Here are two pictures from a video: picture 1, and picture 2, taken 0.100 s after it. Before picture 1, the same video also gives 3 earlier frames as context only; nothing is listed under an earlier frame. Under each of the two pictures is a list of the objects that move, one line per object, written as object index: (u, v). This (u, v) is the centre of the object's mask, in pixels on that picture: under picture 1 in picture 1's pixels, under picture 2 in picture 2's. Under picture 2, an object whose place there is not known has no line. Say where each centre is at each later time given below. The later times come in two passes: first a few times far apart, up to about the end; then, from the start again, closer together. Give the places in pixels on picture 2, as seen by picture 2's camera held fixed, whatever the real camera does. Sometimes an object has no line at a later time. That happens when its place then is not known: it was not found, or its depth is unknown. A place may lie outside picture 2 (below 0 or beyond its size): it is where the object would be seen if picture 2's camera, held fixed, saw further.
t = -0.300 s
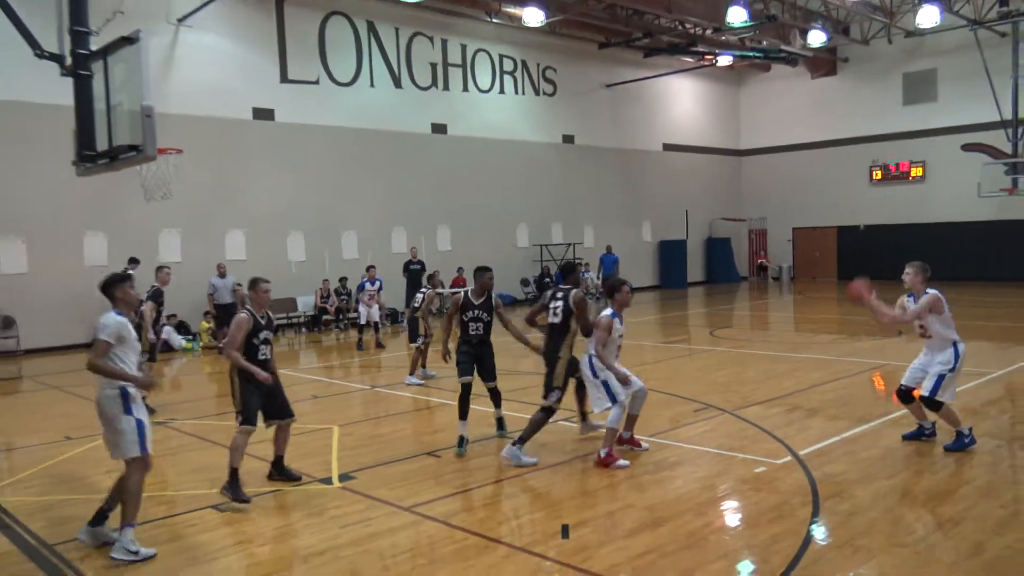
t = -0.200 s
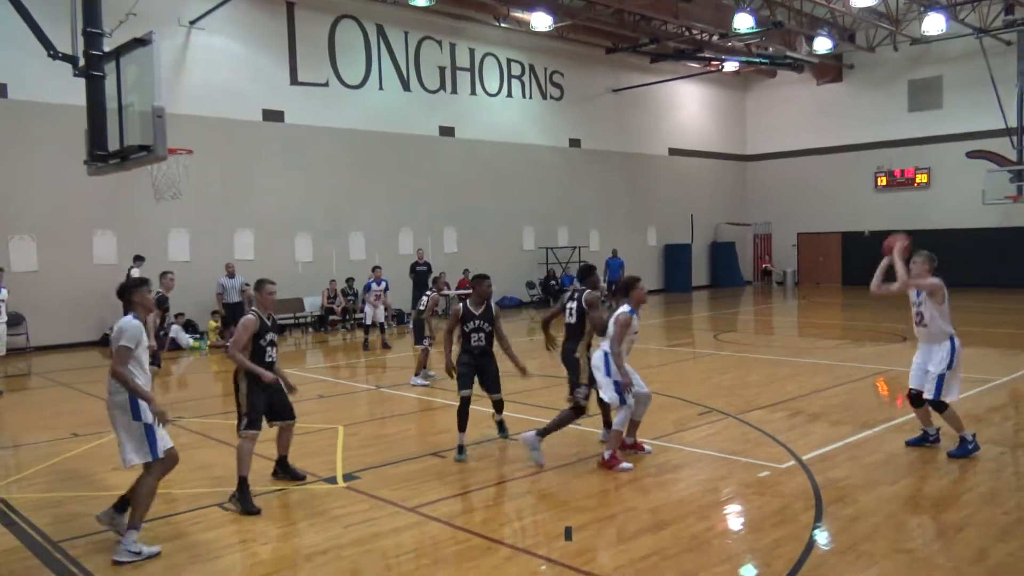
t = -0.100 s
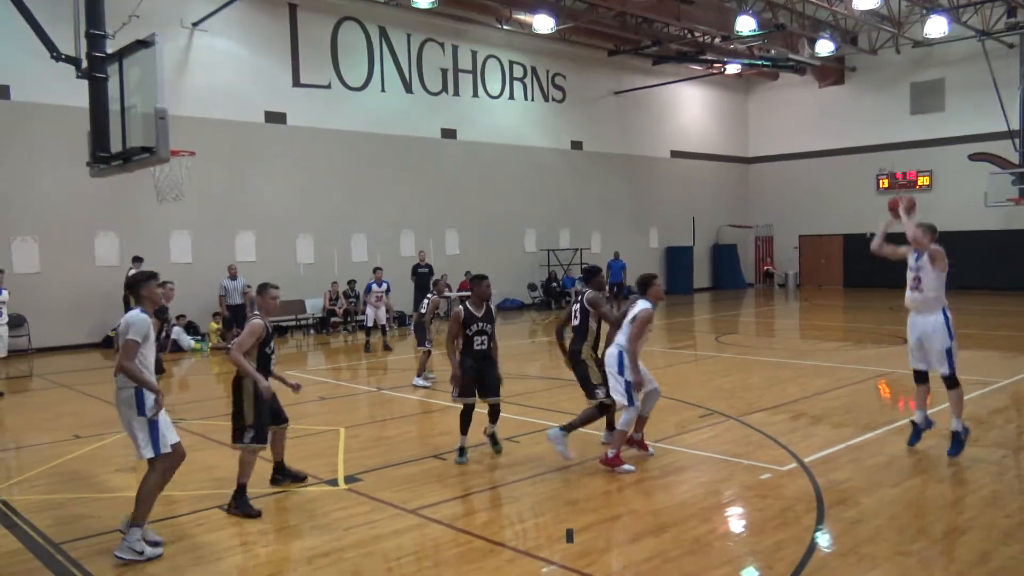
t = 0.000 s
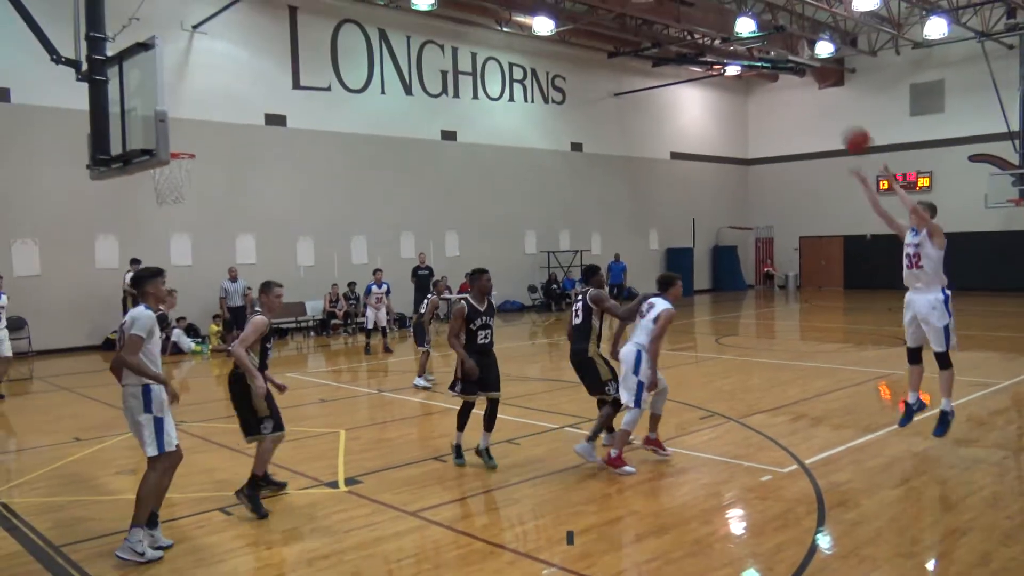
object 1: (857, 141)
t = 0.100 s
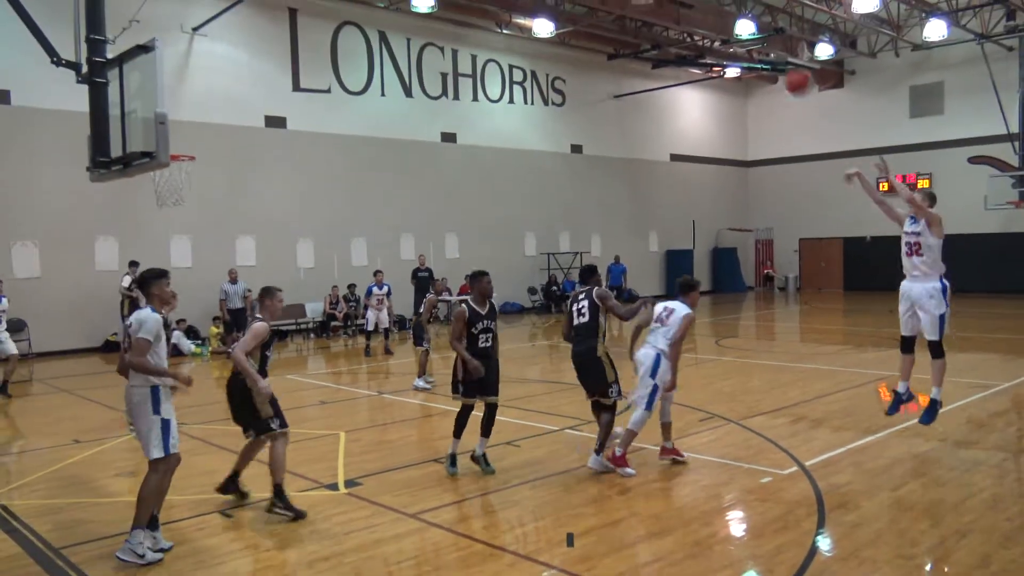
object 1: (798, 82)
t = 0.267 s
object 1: (700, 4)
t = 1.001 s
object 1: (307, 4)
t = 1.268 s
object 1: (181, 135)
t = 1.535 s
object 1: (173, 174)
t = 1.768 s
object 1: (173, 201)
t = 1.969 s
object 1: (167, 251)
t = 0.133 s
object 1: (778, 63)
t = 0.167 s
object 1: (762, 46)
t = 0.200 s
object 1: (736, 30)
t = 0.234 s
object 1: (721, 17)
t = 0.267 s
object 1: (700, 4)
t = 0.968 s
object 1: (323, -2)
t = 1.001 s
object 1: (307, 4)
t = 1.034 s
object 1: (291, 17)
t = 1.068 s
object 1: (274, 31)
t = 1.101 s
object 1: (259, 47)
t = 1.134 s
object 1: (244, 62)
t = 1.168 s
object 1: (227, 79)
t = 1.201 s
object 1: (212, 97)
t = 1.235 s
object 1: (196, 116)
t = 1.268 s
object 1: (181, 135)
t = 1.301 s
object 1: (173, 154)
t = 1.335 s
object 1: (165, 172)
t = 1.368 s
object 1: (162, 180)
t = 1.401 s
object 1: (164, 181)
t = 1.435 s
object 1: (167, 178)
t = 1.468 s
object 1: (170, 176)
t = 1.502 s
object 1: (172, 175)
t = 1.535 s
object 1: (173, 174)
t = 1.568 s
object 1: (173, 176)
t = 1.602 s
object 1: (173, 179)
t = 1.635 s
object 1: (174, 182)
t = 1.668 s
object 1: (175, 186)
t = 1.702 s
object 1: (175, 191)
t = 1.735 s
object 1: (174, 196)
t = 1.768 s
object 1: (173, 201)
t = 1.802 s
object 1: (172, 207)
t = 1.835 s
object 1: (171, 215)
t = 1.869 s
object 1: (170, 222)
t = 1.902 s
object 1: (169, 231)
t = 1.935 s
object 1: (168, 241)
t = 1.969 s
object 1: (167, 251)
